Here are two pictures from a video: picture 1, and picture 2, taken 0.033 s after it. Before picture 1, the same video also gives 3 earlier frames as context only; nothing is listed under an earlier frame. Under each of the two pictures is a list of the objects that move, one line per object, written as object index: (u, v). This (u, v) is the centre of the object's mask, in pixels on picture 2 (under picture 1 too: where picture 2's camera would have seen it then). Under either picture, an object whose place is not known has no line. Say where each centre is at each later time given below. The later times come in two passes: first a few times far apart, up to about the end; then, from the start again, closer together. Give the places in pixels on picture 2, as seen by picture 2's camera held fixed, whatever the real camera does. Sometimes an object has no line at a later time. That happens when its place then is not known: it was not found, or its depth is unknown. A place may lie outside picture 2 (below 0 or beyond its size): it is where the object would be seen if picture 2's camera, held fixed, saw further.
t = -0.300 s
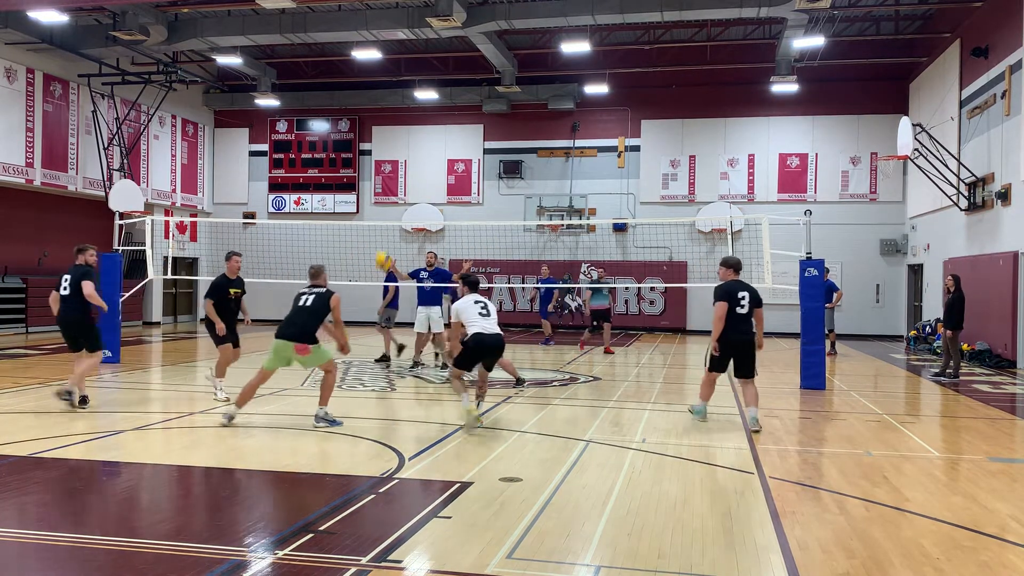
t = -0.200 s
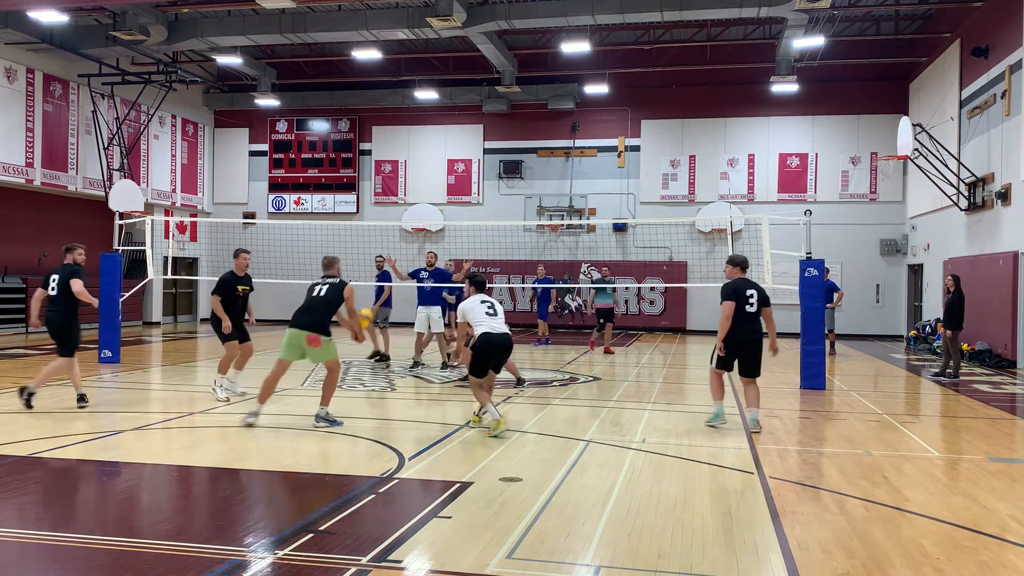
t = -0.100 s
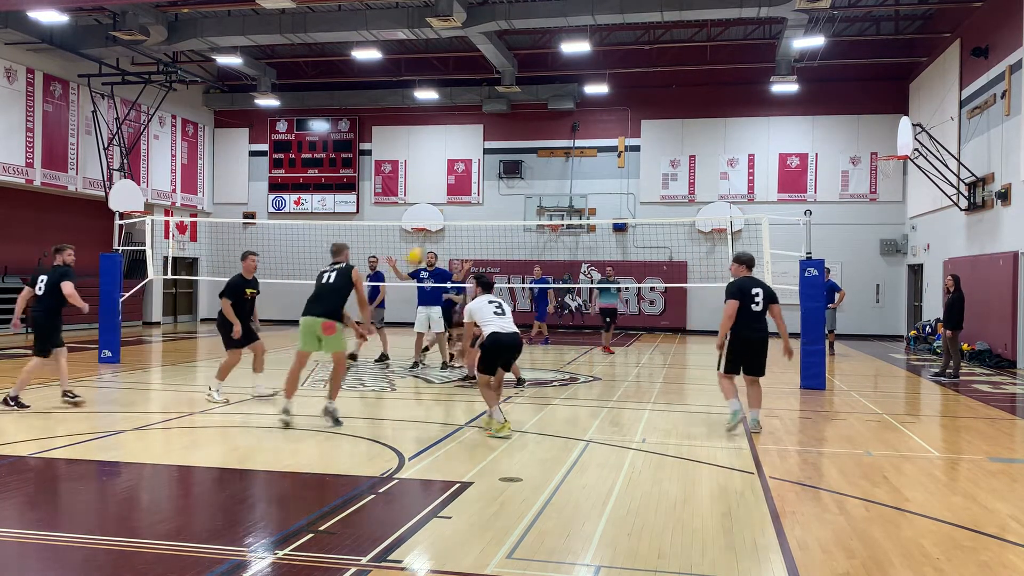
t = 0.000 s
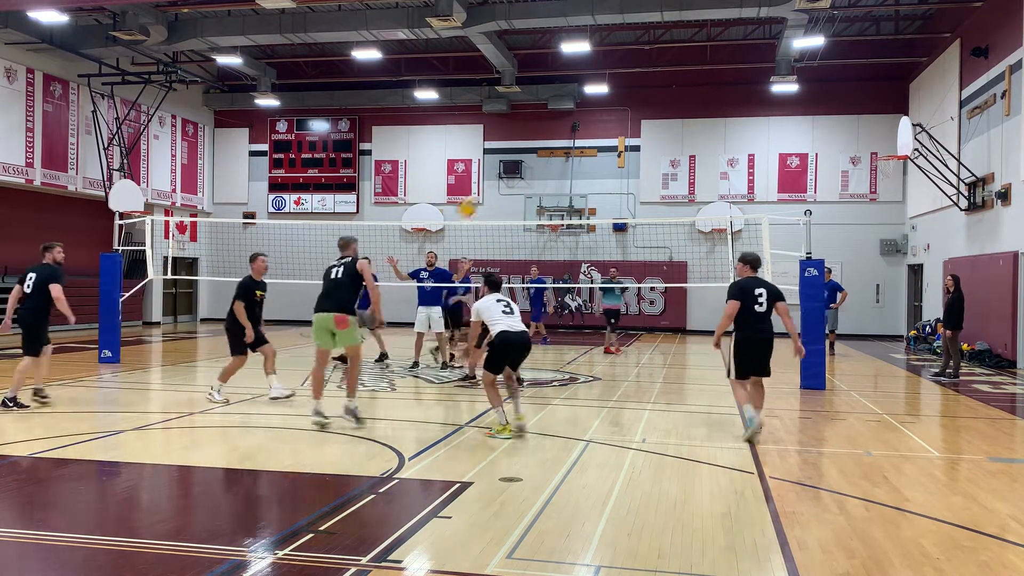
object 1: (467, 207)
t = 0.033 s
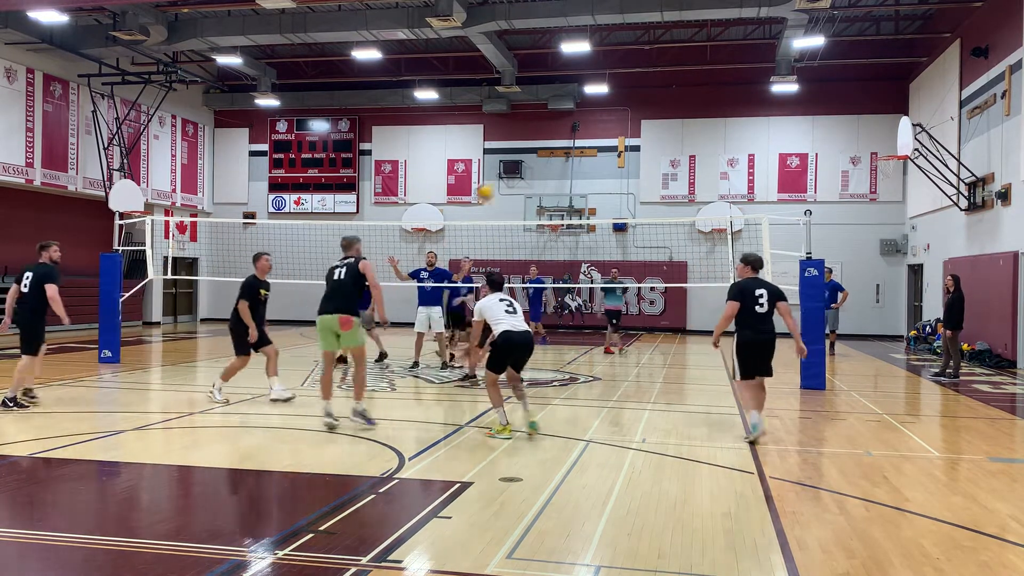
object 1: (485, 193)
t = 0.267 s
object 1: (590, 122)
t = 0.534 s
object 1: (699, 103)
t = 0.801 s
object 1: (794, 137)
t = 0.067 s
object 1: (500, 178)
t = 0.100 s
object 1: (514, 166)
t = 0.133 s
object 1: (530, 155)
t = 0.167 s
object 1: (545, 146)
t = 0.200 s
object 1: (561, 136)
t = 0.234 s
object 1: (575, 129)
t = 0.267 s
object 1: (590, 122)
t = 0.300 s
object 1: (604, 117)
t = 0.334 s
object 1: (619, 111)
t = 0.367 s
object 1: (632, 108)
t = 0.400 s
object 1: (646, 105)
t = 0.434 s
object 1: (659, 104)
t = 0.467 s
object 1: (672, 102)
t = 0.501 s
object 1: (685, 102)
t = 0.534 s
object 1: (699, 103)
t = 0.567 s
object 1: (711, 104)
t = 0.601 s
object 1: (723, 106)
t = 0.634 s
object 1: (736, 109)
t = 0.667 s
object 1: (747, 112)
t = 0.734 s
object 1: (772, 123)
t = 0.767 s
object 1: (783, 130)
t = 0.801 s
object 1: (794, 137)
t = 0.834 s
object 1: (806, 145)
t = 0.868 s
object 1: (818, 153)
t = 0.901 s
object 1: (827, 162)
